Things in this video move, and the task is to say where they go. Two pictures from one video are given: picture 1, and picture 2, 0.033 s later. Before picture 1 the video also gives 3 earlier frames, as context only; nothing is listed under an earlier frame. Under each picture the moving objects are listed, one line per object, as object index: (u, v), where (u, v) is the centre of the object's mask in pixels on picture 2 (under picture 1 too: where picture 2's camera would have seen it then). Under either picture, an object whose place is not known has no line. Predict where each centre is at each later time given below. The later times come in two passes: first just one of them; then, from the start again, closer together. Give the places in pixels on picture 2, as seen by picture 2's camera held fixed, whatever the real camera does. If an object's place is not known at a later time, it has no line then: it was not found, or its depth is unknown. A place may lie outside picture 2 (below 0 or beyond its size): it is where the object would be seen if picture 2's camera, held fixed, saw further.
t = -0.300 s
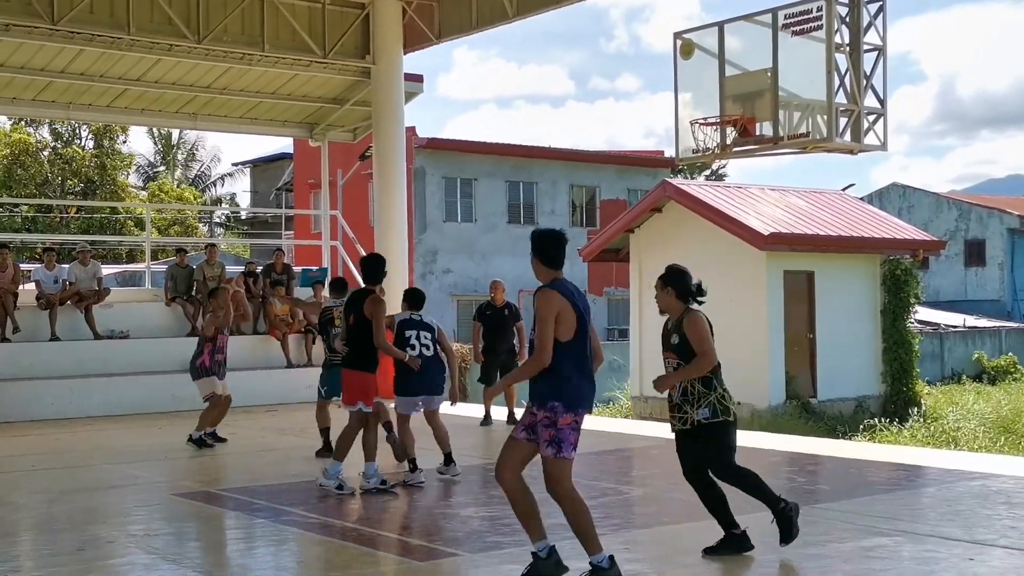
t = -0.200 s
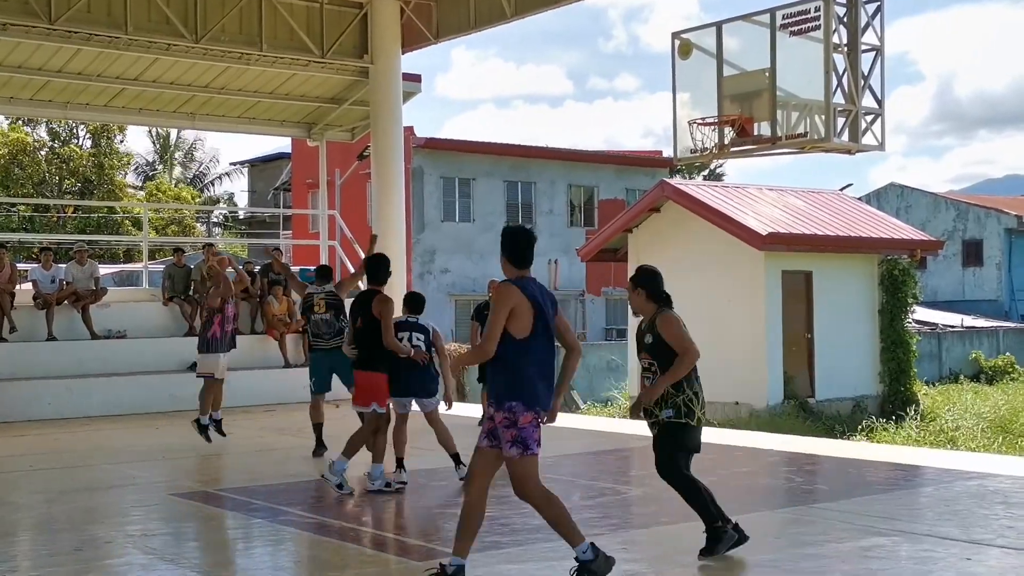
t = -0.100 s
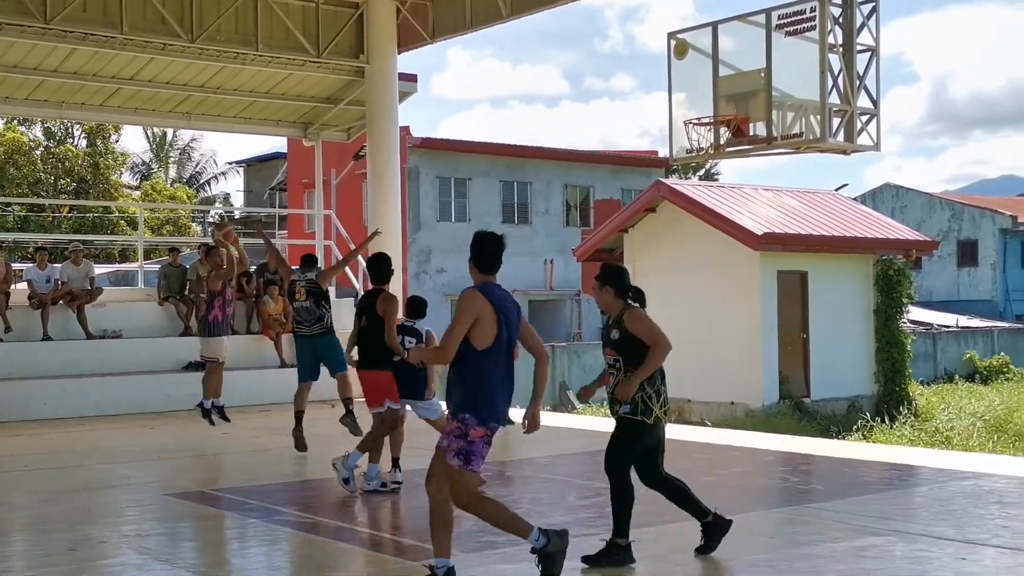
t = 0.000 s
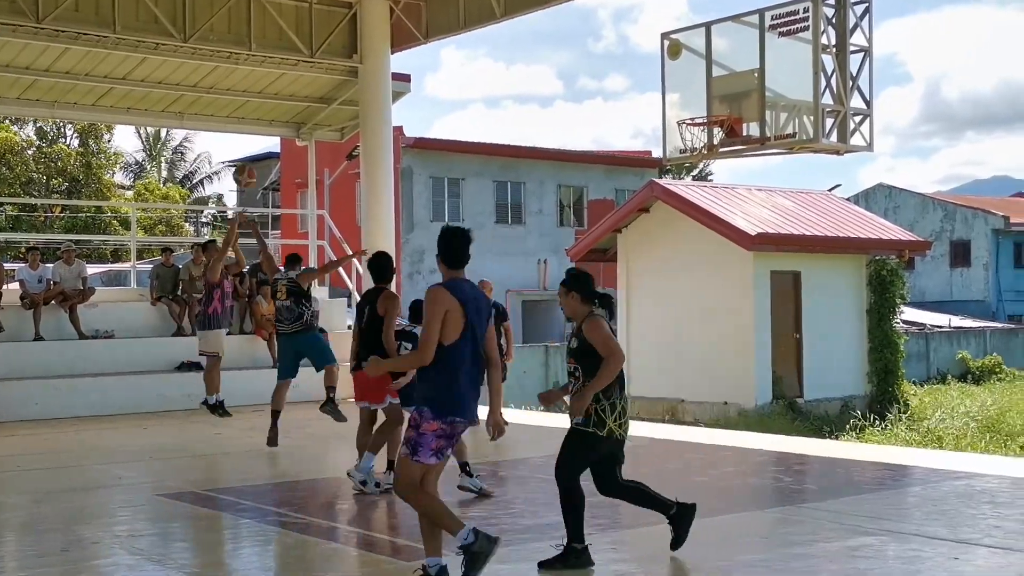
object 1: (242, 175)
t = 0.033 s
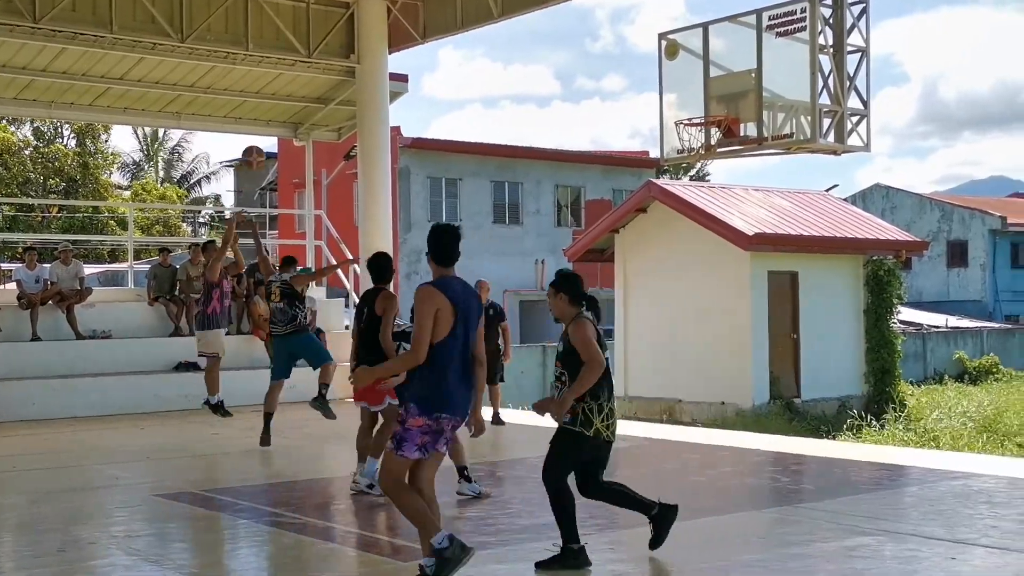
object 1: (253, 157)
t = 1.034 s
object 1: (659, 84)
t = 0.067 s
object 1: (264, 138)
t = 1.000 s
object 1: (643, 68)
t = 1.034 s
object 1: (659, 84)
